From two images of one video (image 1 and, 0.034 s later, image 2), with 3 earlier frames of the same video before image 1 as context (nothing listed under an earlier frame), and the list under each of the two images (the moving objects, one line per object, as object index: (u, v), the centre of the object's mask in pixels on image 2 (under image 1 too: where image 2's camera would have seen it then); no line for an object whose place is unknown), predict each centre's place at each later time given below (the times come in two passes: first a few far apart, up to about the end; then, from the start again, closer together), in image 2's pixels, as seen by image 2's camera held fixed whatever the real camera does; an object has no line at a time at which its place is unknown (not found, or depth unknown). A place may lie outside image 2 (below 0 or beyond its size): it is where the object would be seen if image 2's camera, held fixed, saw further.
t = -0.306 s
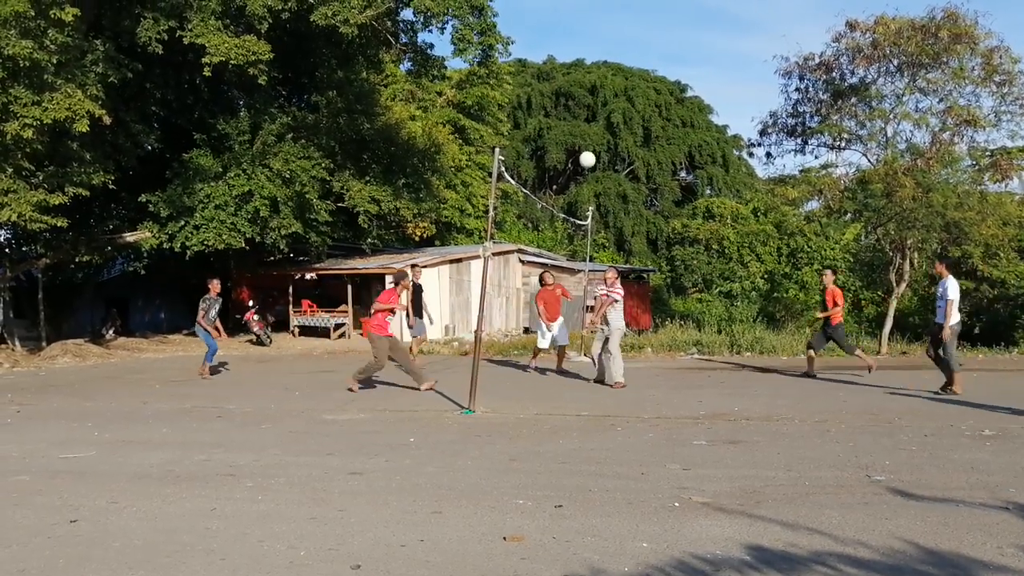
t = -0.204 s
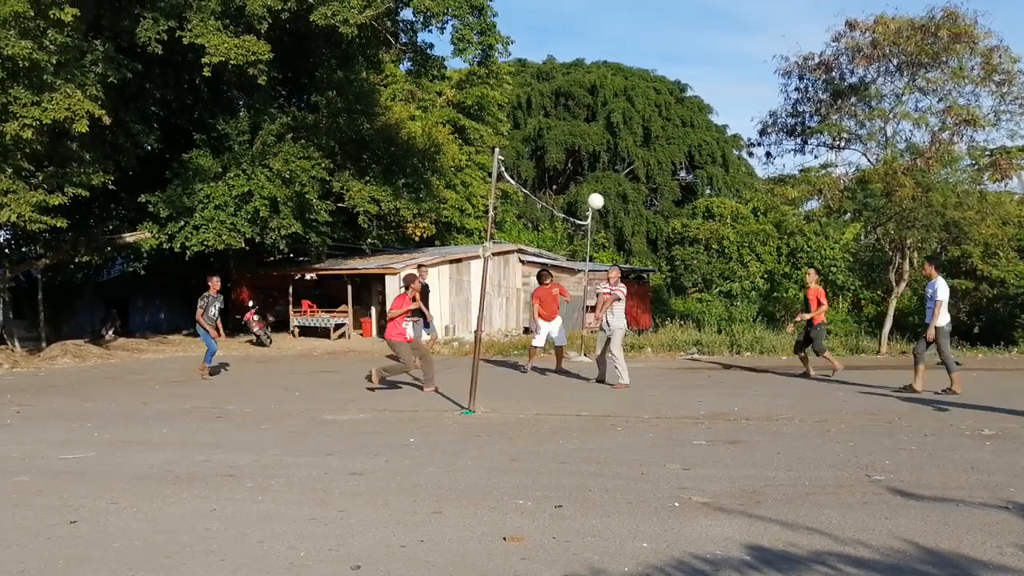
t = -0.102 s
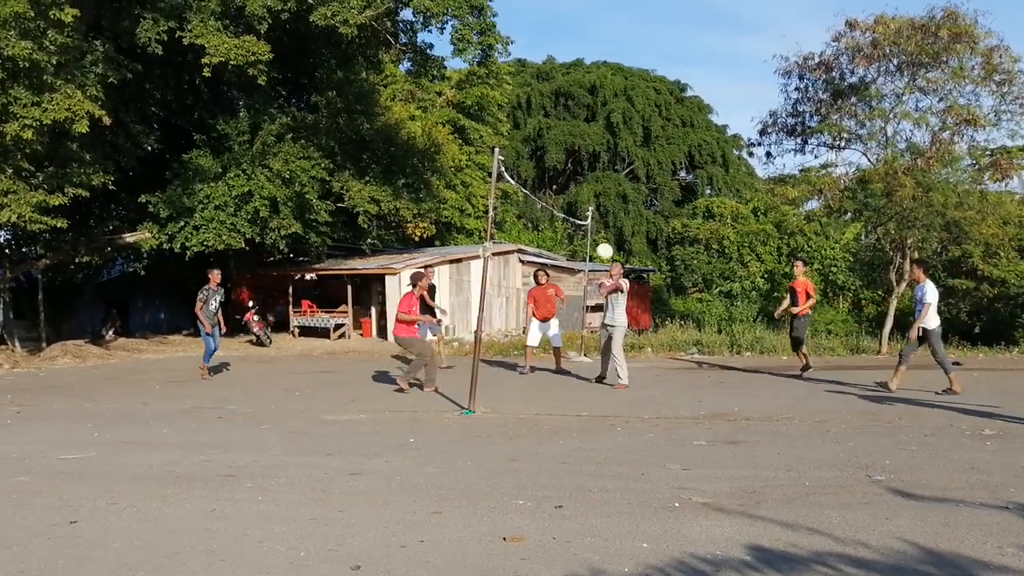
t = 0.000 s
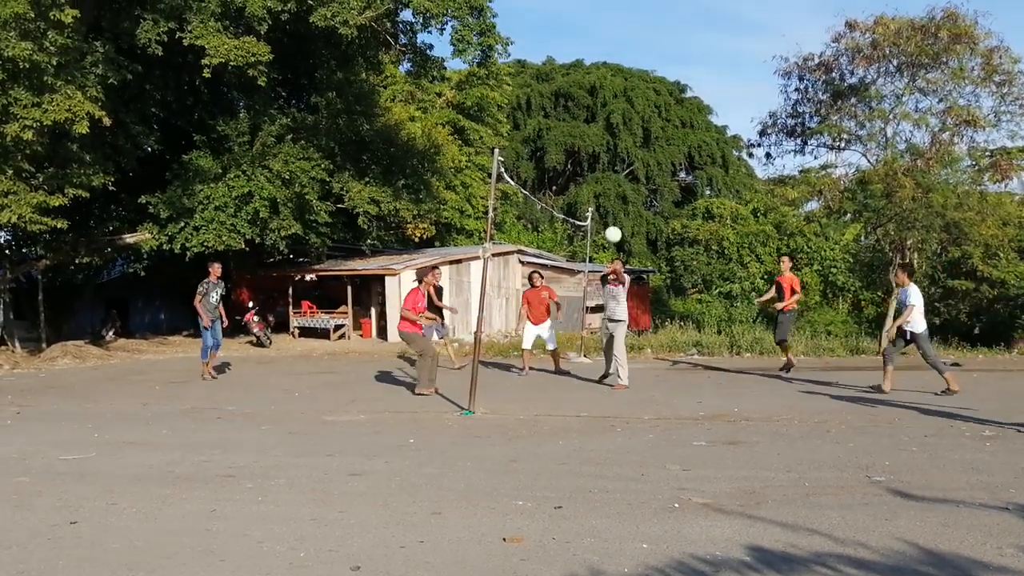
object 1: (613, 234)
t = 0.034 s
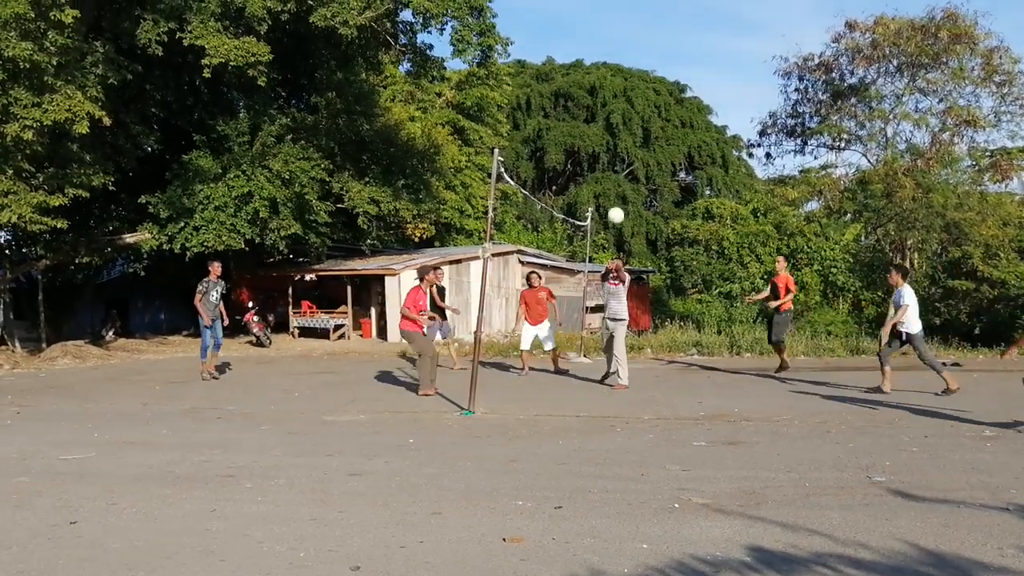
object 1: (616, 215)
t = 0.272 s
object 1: (635, 105)
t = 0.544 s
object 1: (658, 34)
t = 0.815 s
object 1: (683, 21)
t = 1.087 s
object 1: (710, 68)
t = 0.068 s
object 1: (619, 197)
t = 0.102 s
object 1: (621, 179)
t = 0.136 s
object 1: (624, 163)
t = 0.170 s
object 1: (627, 147)
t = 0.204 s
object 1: (630, 132)
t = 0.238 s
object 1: (632, 119)
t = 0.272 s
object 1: (635, 105)
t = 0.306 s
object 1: (638, 93)
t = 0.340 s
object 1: (641, 82)
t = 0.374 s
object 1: (644, 71)
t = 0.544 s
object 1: (658, 34)
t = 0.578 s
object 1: (661, 29)
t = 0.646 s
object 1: (668, 22)
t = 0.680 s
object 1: (671, 20)
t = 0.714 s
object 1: (674, 19)
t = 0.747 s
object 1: (677, 19)
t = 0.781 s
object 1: (680, 20)
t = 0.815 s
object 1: (683, 21)
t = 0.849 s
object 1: (687, 24)
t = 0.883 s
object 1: (690, 27)
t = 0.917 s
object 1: (693, 32)
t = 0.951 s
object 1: (697, 37)
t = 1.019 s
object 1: (703, 51)
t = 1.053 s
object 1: (707, 59)
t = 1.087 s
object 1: (710, 68)
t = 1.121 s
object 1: (713, 79)
